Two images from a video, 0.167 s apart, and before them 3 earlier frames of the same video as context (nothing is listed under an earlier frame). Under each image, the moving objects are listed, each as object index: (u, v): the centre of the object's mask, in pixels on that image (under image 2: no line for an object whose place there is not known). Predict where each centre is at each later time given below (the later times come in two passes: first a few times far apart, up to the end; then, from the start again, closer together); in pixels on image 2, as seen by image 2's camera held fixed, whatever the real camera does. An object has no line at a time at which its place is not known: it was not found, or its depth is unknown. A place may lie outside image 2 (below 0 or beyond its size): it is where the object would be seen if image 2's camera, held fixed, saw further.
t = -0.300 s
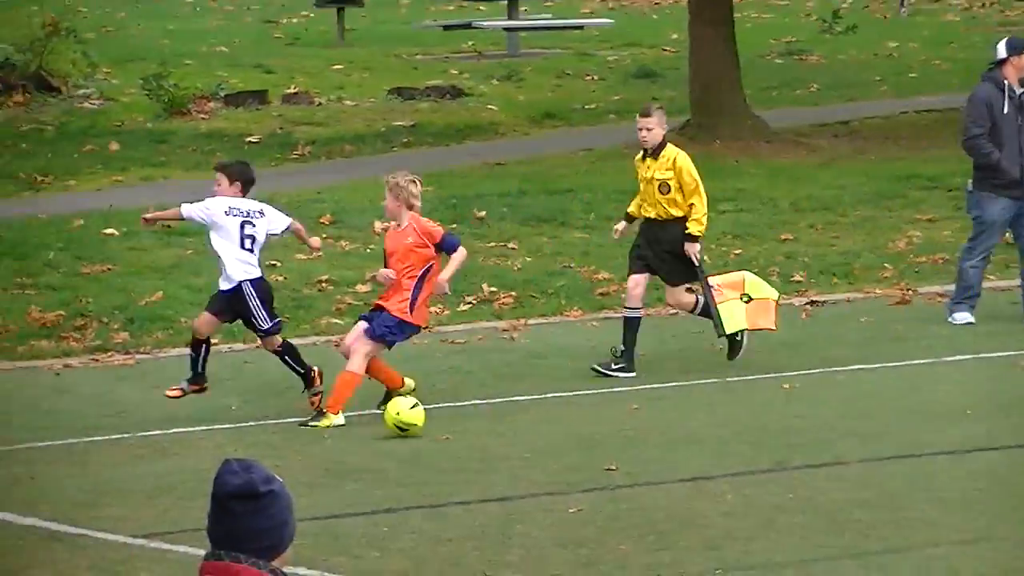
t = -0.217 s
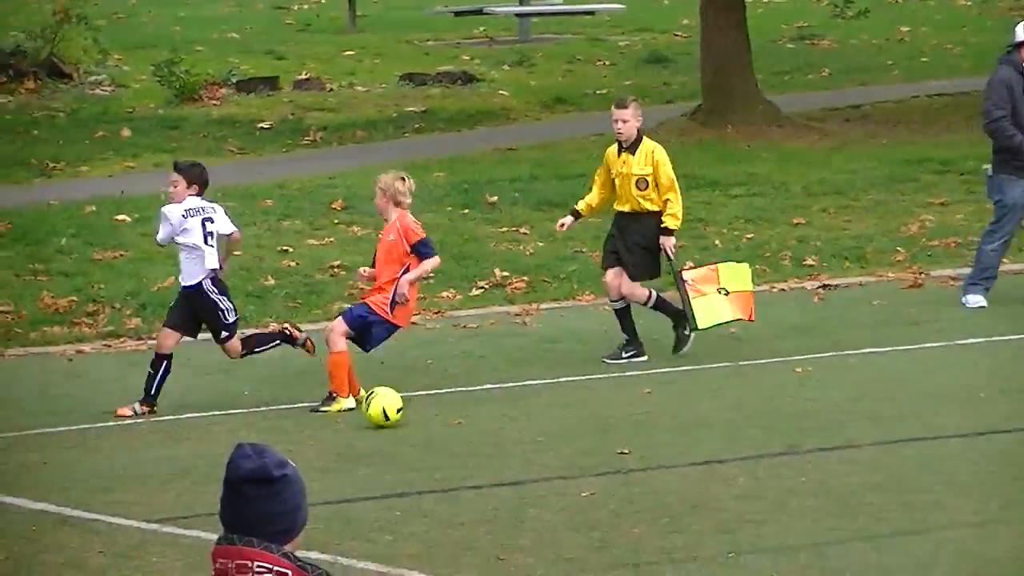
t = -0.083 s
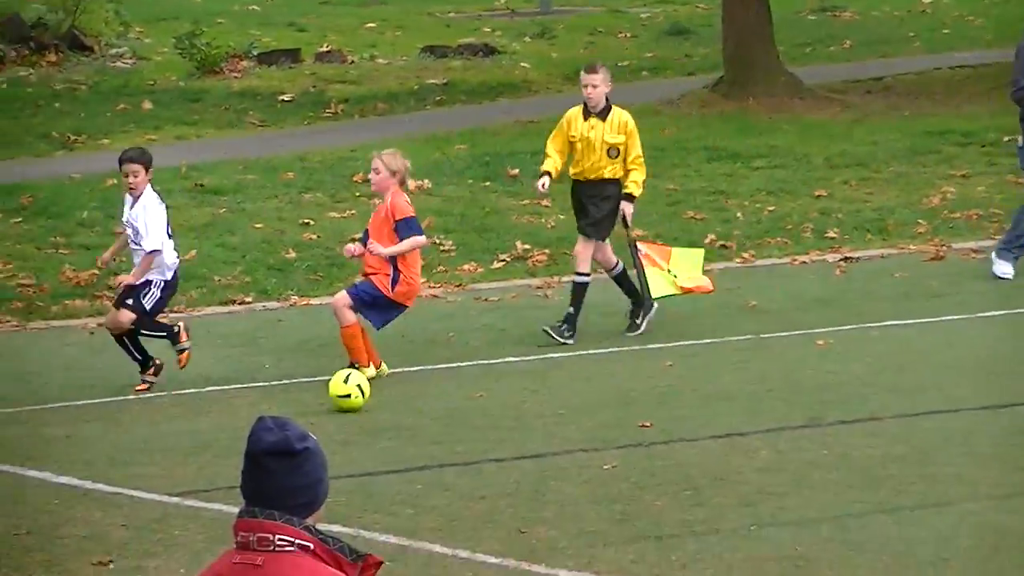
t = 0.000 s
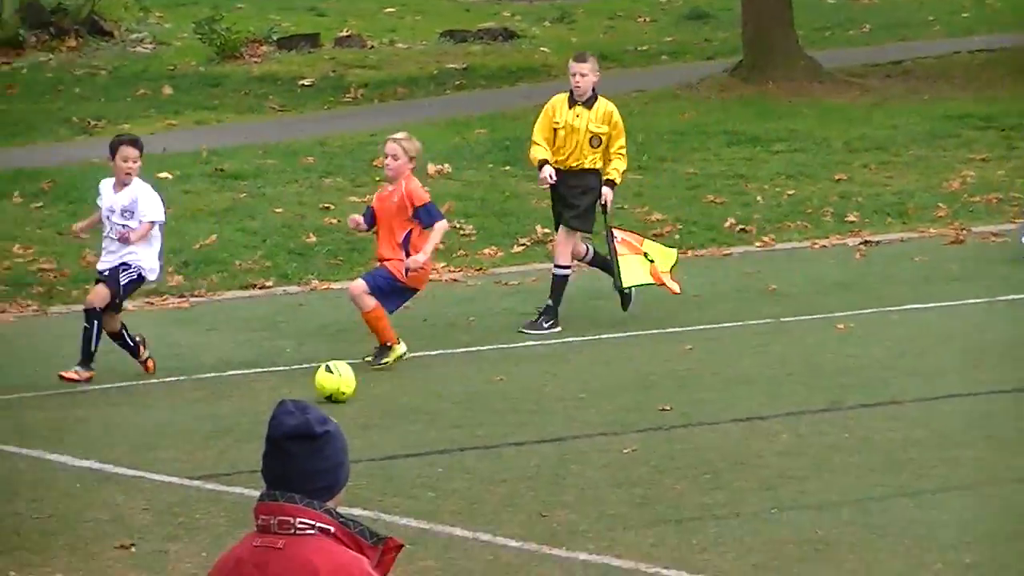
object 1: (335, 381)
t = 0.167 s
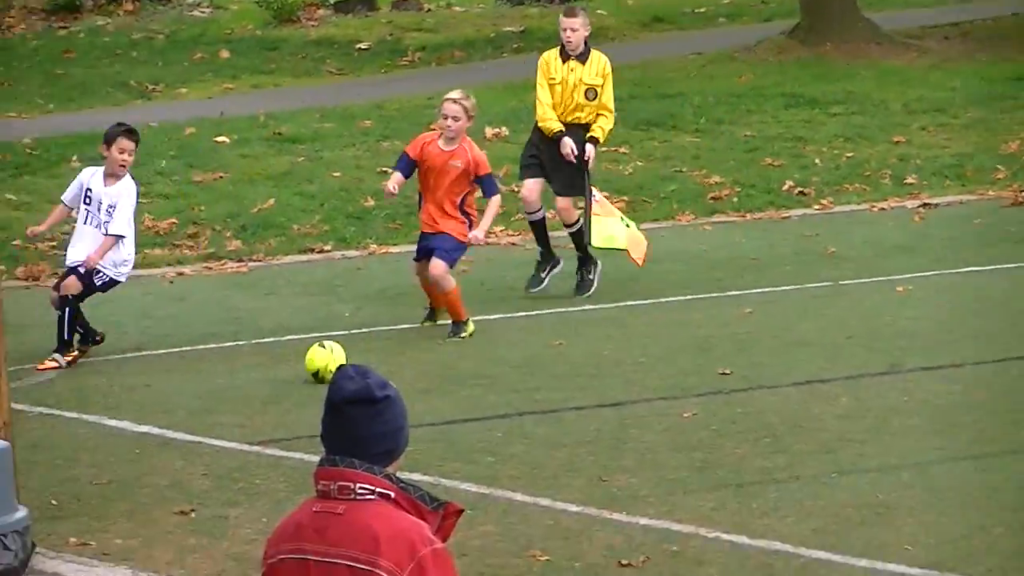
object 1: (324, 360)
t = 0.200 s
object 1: (312, 363)
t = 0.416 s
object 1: (220, 385)
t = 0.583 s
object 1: (148, 402)
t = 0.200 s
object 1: (312, 363)
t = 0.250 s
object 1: (291, 368)
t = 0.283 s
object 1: (278, 372)
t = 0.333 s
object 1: (256, 376)
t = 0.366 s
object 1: (242, 380)
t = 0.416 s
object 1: (220, 385)
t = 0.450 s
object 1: (207, 388)
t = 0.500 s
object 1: (184, 393)
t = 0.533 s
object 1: (169, 395)
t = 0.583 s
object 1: (148, 402)
